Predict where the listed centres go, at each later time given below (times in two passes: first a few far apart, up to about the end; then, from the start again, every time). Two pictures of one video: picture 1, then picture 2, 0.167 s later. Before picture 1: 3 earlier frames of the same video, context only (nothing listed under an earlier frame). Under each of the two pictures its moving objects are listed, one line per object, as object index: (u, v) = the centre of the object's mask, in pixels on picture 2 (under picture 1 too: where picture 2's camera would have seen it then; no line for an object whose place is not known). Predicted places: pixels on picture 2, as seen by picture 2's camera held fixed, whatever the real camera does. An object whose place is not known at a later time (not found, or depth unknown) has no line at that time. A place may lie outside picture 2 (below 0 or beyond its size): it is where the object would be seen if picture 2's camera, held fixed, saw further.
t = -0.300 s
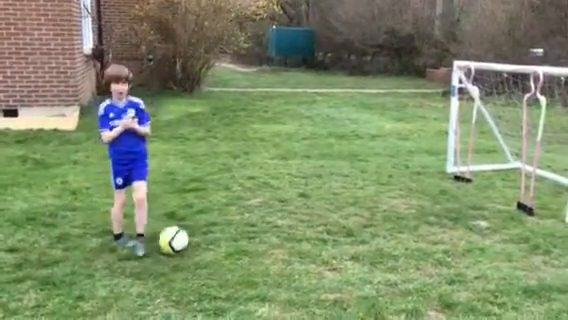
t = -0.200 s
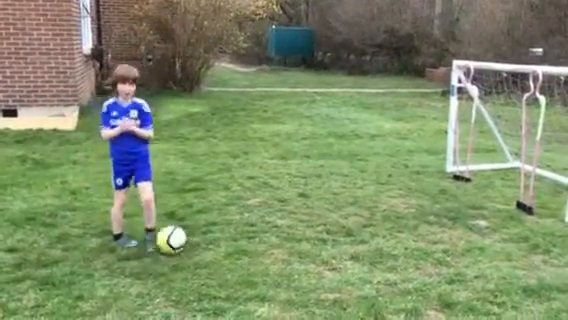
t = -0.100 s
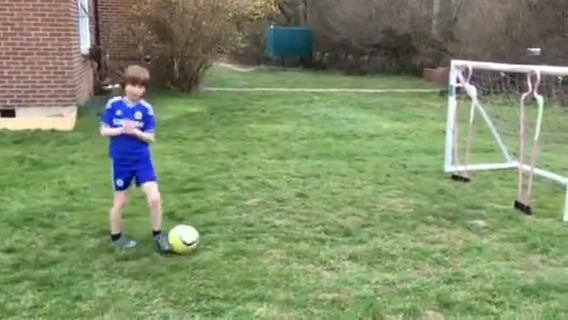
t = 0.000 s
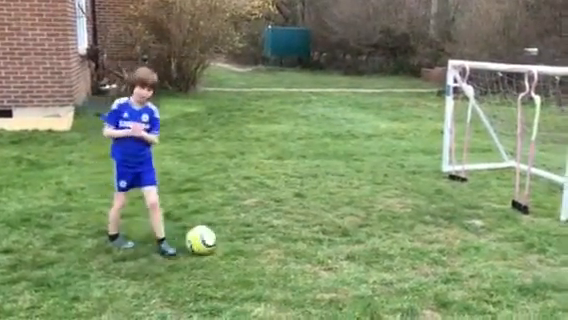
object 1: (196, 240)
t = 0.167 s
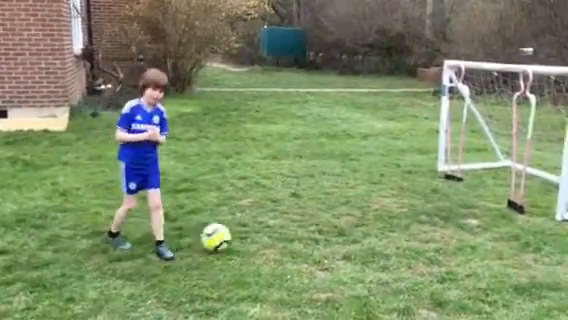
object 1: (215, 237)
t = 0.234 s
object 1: (222, 237)
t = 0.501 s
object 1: (245, 236)
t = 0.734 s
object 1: (261, 234)
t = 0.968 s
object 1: (273, 236)
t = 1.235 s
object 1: (282, 236)
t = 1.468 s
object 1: (283, 236)
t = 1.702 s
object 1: (279, 236)
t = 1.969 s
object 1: (274, 236)
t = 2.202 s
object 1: (268, 237)
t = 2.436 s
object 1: (266, 237)
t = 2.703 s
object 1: (268, 237)
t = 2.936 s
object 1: (270, 236)
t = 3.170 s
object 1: (269, 237)
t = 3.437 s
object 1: (269, 237)
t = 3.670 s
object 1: (270, 236)
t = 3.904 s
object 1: (269, 237)
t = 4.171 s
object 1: (270, 236)
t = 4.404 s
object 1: (269, 237)
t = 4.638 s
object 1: (269, 237)
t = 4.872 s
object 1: (269, 236)
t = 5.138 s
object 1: (270, 237)
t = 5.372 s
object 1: (270, 237)
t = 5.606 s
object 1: (269, 236)
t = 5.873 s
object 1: (269, 236)
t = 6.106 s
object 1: (269, 236)
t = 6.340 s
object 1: (269, 237)
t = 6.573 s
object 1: (269, 237)
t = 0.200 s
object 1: (219, 237)
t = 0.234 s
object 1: (222, 237)
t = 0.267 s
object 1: (225, 237)
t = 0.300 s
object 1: (228, 237)
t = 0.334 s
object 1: (231, 236)
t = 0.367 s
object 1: (234, 236)
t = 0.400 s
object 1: (237, 236)
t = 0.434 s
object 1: (240, 236)
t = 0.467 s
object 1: (243, 236)
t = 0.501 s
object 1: (245, 236)
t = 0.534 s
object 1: (248, 235)
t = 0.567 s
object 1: (249, 235)
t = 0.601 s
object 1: (252, 235)
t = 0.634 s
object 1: (254, 234)
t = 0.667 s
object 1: (256, 234)
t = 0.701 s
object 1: (259, 234)
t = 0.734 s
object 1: (261, 234)
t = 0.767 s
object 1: (263, 235)
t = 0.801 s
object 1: (265, 234)
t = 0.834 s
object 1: (266, 234)
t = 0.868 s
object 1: (268, 235)
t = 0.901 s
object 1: (270, 235)
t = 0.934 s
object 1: (271, 236)
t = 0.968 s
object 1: (273, 236)
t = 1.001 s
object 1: (275, 236)
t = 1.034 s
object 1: (276, 236)
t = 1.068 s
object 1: (278, 236)
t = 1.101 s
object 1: (279, 236)
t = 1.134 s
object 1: (280, 236)
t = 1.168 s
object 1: (281, 236)
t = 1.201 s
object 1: (282, 236)
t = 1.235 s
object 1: (282, 236)
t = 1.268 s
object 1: (282, 236)
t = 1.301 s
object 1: (282, 236)
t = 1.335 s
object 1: (283, 236)
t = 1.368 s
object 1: (283, 236)
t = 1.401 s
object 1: (283, 236)
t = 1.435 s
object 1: (283, 236)
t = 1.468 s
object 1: (283, 236)
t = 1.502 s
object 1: (282, 236)
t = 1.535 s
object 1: (282, 236)
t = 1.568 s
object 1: (281, 236)
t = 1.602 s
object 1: (281, 236)
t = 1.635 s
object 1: (280, 236)
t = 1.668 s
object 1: (280, 236)
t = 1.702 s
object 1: (279, 236)
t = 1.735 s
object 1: (279, 236)
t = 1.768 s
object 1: (278, 236)
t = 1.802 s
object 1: (277, 236)
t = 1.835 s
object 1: (276, 236)
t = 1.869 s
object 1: (276, 236)
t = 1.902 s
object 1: (276, 236)
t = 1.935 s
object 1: (275, 236)
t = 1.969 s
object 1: (274, 236)
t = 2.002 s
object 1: (273, 236)
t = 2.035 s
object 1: (272, 236)
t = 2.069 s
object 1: (271, 237)
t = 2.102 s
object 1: (270, 236)
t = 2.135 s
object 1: (269, 236)
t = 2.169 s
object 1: (269, 236)
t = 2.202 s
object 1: (268, 237)
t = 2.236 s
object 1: (267, 236)
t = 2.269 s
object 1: (266, 237)
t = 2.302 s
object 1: (266, 237)
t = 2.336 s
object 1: (266, 237)
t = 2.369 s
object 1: (266, 237)
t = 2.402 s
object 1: (266, 237)
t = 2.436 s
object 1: (266, 237)
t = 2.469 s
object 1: (266, 237)
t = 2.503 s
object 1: (266, 237)
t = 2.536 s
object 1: (266, 237)
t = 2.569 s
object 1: (266, 237)
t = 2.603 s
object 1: (267, 237)
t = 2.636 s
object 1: (267, 237)
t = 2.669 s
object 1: (268, 237)
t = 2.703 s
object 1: (268, 237)
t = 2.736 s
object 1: (268, 237)
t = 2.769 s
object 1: (269, 237)
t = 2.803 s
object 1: (269, 237)
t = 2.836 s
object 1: (269, 237)
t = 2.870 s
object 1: (270, 236)
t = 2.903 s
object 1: (270, 237)
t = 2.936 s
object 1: (270, 236)
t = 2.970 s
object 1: (270, 236)
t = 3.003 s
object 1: (270, 236)
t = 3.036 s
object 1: (270, 236)
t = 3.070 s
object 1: (270, 236)
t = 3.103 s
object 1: (270, 237)
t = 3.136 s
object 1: (270, 237)
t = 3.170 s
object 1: (269, 237)
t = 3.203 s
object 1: (269, 237)
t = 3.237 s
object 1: (269, 237)
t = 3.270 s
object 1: (269, 237)
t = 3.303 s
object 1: (269, 237)
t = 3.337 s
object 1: (269, 237)
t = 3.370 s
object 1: (269, 236)
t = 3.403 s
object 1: (269, 237)
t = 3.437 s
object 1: (269, 237)
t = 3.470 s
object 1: (269, 237)
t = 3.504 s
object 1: (269, 237)
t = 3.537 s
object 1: (269, 237)
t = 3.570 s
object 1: (269, 237)
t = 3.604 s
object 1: (269, 237)
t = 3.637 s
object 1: (269, 237)
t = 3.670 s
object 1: (270, 236)
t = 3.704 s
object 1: (270, 237)
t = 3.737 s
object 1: (269, 236)
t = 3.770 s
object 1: (269, 237)
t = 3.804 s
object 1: (269, 237)
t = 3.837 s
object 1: (269, 237)
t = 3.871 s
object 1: (269, 237)
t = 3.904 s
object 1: (269, 237)
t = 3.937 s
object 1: (270, 236)
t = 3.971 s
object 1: (269, 236)
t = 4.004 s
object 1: (269, 236)
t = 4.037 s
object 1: (269, 236)
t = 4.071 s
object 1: (270, 236)
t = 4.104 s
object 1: (270, 236)
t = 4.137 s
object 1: (270, 236)
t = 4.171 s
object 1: (270, 236)
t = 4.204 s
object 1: (270, 236)
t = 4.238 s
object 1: (270, 237)
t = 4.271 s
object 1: (270, 237)
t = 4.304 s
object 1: (270, 237)
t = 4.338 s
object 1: (270, 237)
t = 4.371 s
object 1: (270, 237)
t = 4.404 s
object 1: (269, 237)
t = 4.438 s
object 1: (269, 237)
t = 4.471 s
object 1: (269, 237)
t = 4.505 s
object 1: (269, 237)
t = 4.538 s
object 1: (270, 237)
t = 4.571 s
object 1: (270, 237)
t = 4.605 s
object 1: (270, 237)
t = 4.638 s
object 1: (269, 237)
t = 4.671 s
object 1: (269, 237)
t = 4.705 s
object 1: (269, 237)
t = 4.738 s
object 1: (269, 237)
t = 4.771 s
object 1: (269, 237)
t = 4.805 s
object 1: (269, 237)
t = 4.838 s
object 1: (269, 237)
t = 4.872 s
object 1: (269, 236)
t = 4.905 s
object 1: (269, 237)
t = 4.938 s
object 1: (269, 237)
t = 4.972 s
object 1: (269, 237)
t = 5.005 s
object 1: (269, 237)
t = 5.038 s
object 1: (270, 236)
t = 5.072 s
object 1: (270, 237)
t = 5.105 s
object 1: (270, 236)
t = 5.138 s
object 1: (270, 237)
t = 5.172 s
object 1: (270, 237)
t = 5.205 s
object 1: (270, 237)
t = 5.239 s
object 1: (270, 237)
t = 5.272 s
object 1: (270, 237)
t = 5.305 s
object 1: (270, 237)
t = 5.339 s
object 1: (270, 237)
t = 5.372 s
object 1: (270, 237)
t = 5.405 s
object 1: (270, 237)
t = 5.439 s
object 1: (270, 237)
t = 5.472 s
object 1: (270, 237)
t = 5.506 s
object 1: (270, 236)
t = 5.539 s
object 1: (269, 237)
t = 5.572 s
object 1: (270, 236)
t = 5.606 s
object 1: (269, 236)
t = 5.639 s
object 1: (269, 236)
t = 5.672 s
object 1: (270, 236)
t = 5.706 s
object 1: (270, 237)
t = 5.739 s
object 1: (270, 237)
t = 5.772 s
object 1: (270, 236)
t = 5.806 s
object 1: (269, 236)
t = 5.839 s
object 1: (270, 236)
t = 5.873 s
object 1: (269, 236)
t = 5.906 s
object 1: (269, 236)
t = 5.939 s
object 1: (269, 236)
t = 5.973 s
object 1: (269, 236)
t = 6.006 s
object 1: (269, 237)
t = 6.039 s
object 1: (269, 236)
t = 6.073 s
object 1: (269, 236)
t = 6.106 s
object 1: (269, 236)
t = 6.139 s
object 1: (269, 237)
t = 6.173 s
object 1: (269, 236)
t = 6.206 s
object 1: (269, 236)
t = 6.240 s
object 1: (269, 236)
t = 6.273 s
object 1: (269, 236)
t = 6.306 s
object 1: (269, 237)
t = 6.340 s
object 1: (269, 237)
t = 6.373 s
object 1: (269, 237)
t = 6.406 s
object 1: (269, 236)
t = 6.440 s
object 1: (269, 237)
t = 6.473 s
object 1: (269, 236)
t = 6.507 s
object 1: (269, 236)
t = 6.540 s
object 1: (269, 237)
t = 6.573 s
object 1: (269, 237)
